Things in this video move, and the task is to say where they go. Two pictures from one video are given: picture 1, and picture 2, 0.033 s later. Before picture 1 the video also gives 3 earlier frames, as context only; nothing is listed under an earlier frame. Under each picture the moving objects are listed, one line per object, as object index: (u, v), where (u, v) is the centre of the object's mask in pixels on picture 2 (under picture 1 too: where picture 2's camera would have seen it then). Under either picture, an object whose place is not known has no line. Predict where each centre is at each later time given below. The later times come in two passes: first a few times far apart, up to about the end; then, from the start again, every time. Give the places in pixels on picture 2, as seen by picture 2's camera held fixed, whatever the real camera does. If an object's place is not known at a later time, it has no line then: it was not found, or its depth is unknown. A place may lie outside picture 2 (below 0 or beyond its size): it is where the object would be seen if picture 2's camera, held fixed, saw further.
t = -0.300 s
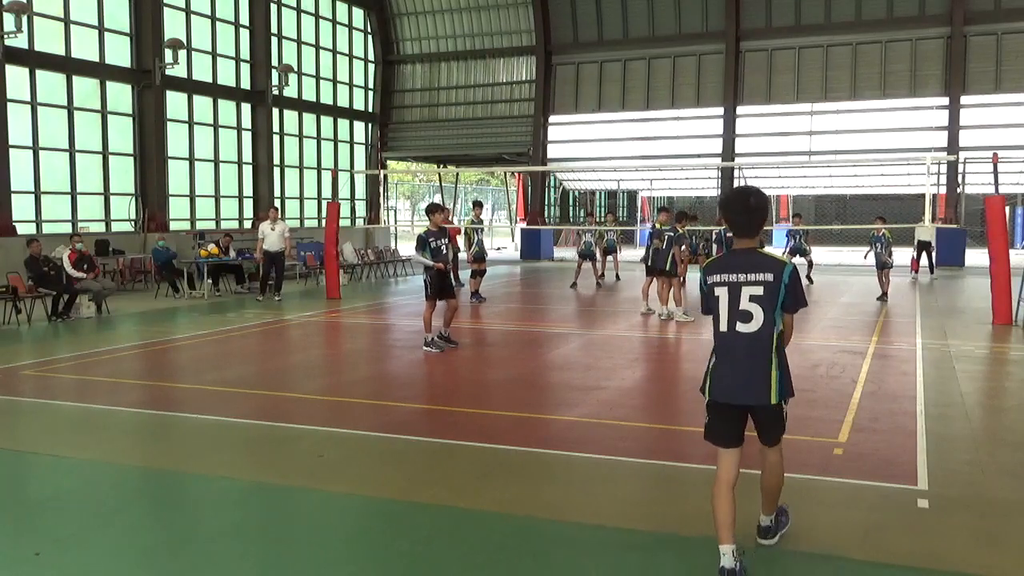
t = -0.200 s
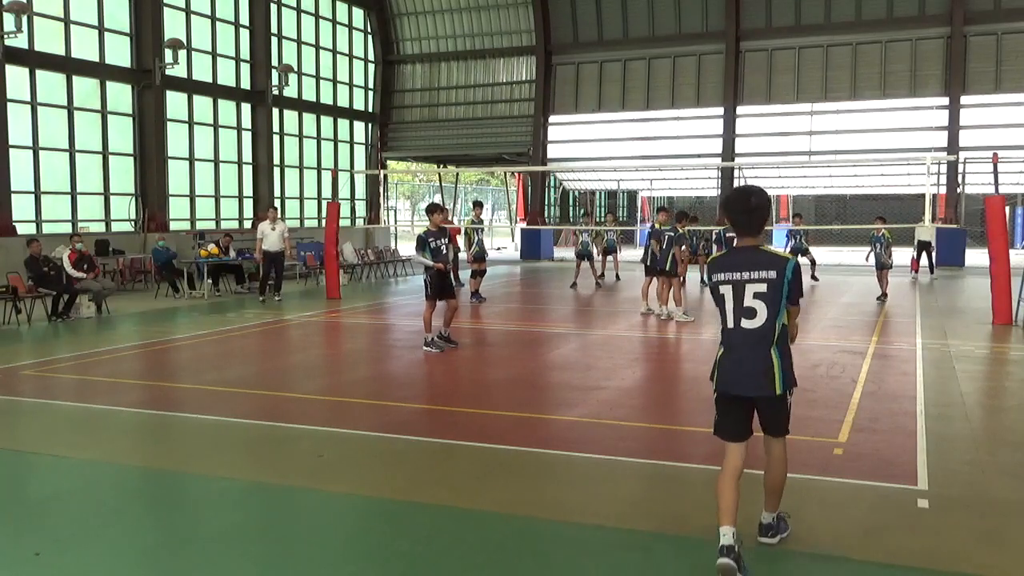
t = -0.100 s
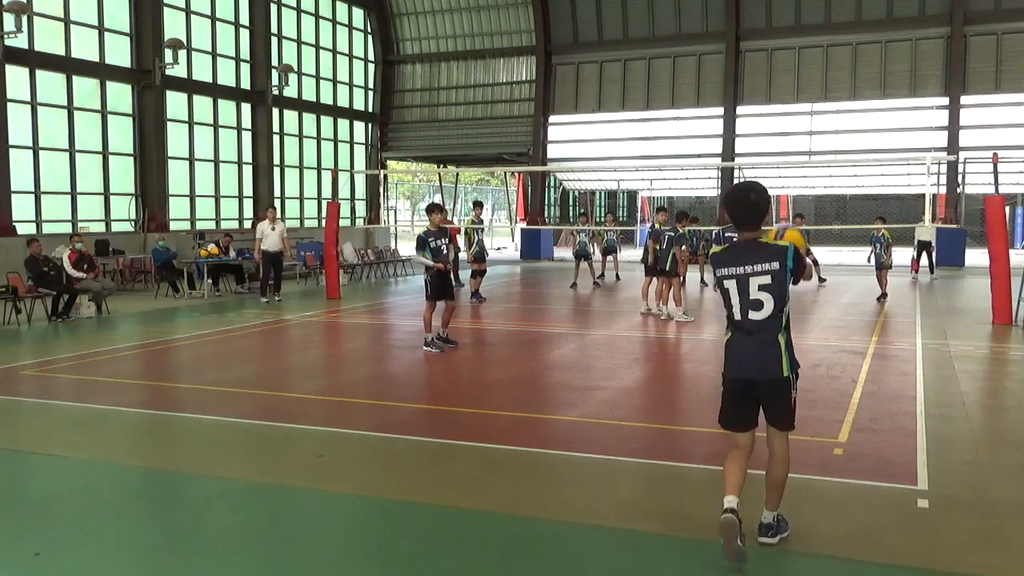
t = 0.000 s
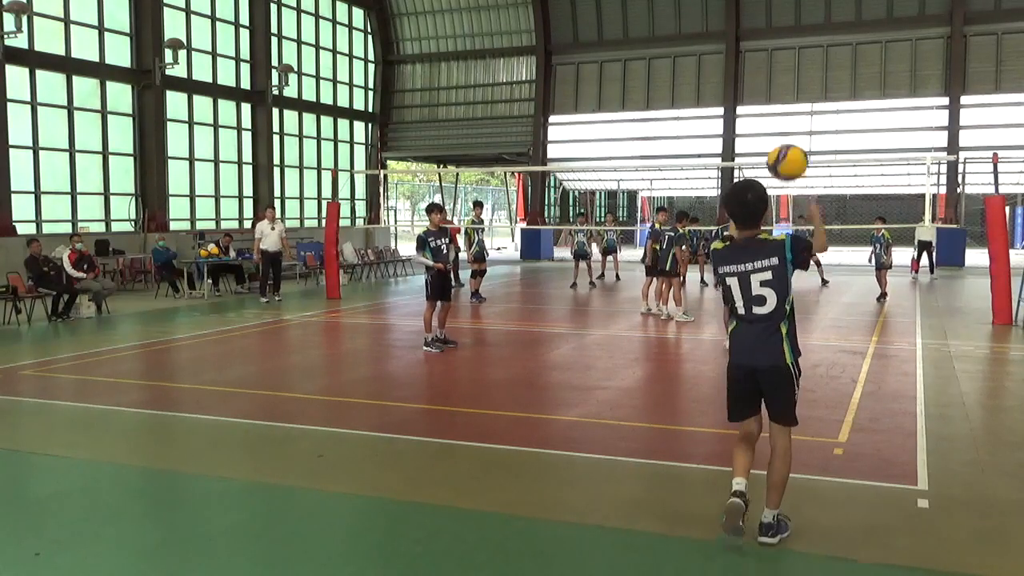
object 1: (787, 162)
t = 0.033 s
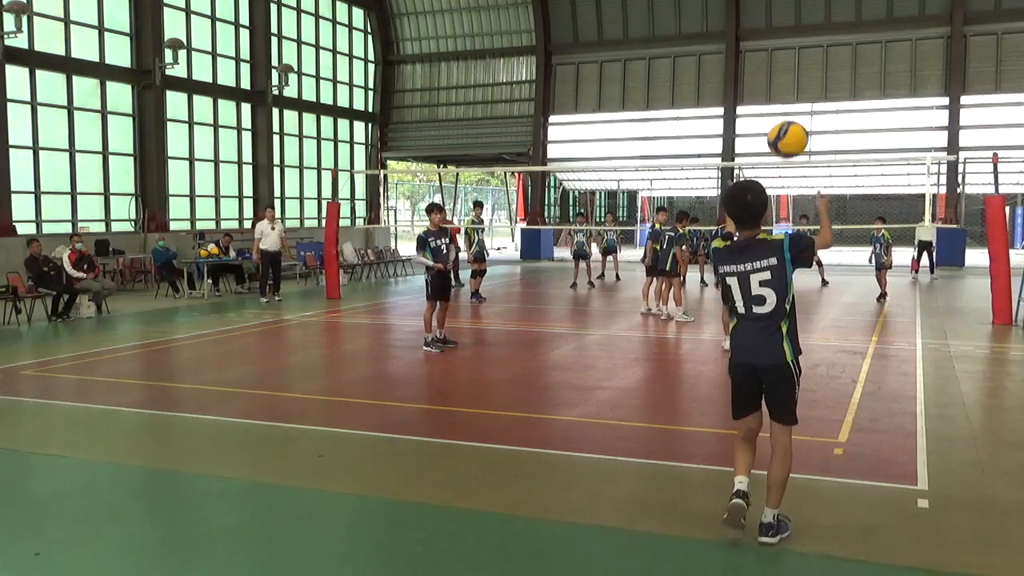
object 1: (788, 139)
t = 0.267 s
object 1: (787, 36)
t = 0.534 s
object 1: (785, 44)
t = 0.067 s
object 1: (788, 117)
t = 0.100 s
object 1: (788, 98)
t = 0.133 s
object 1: (788, 81)
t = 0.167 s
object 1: (788, 67)
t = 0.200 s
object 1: (787, 54)
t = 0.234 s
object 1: (787, 44)
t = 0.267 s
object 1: (787, 36)
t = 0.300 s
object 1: (787, 30)
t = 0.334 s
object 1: (787, 26)
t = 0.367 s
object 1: (787, 24)
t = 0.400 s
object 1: (786, 24)
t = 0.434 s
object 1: (786, 26)
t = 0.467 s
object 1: (785, 30)
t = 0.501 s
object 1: (785, 36)
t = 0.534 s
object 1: (785, 44)
